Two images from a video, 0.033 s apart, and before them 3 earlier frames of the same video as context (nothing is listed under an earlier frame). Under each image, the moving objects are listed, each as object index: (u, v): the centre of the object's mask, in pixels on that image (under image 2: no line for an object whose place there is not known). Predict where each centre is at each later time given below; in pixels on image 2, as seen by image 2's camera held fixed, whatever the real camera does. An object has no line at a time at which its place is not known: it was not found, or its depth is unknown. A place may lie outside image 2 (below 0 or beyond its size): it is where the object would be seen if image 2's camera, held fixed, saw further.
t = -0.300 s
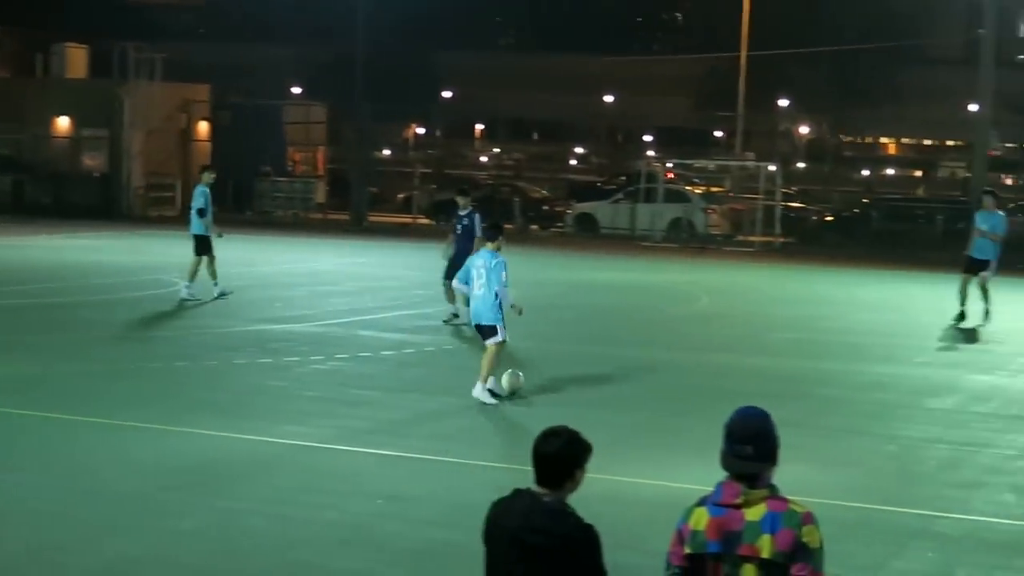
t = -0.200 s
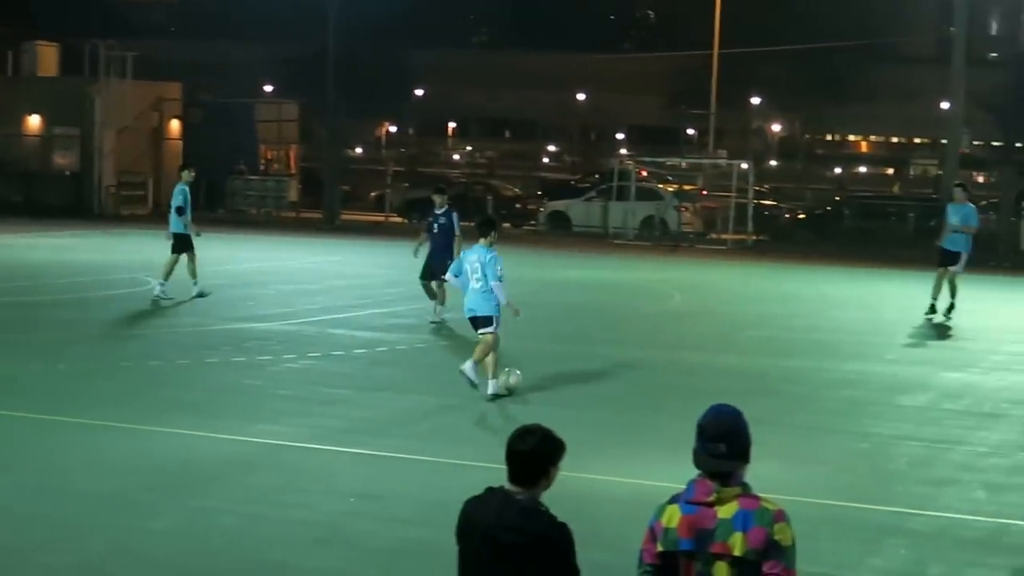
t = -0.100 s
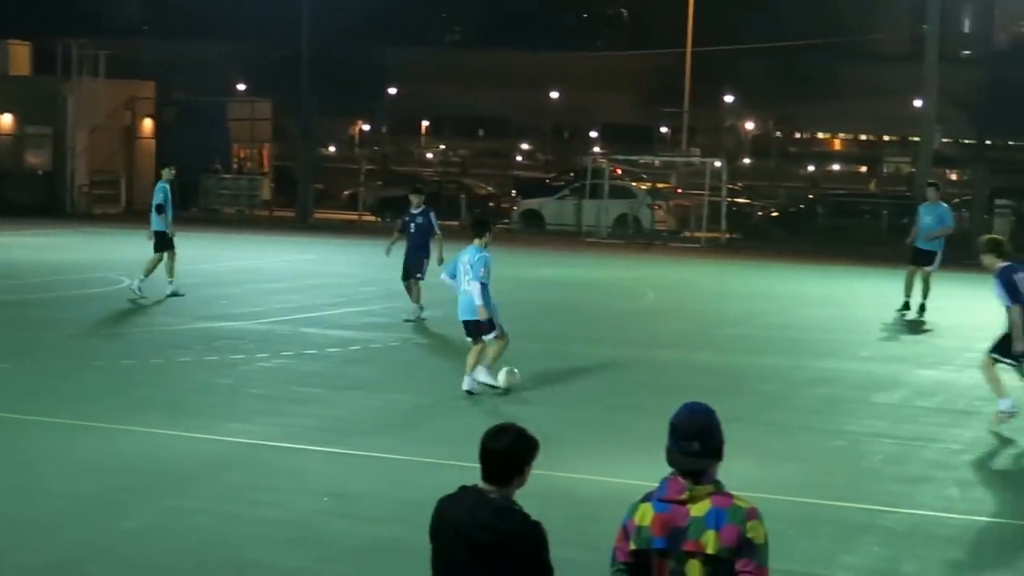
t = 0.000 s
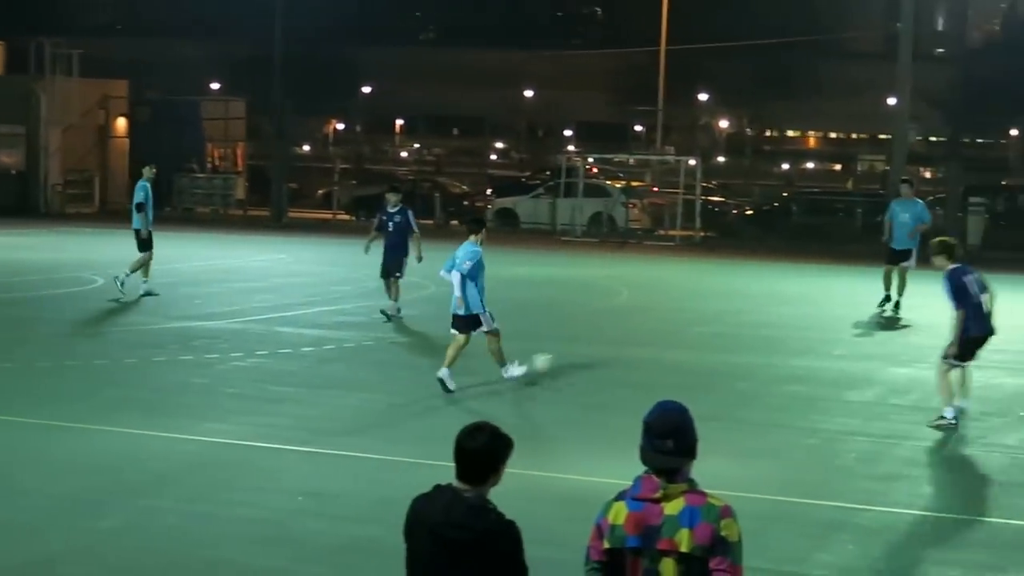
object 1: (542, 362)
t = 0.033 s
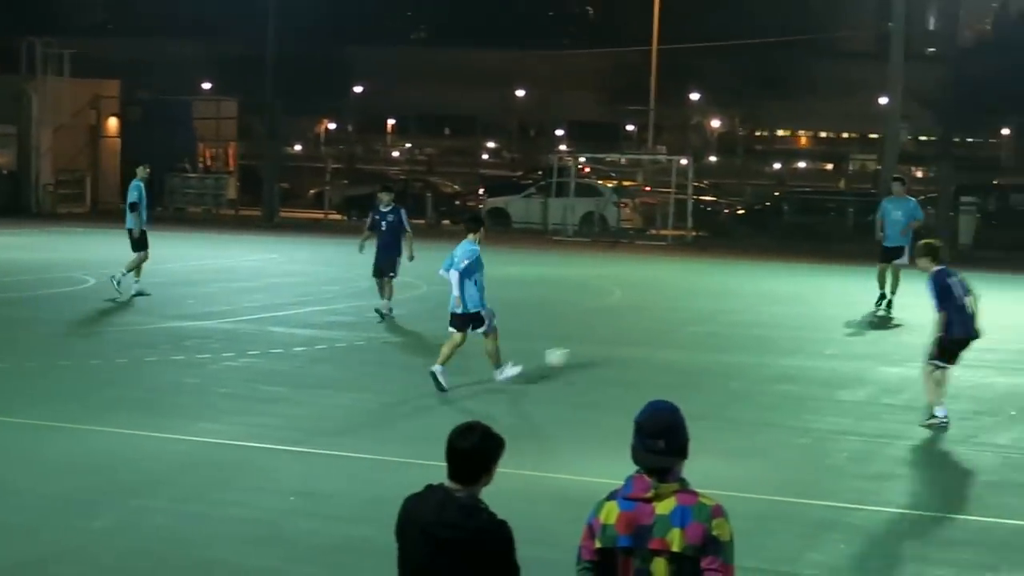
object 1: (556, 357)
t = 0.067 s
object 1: (578, 353)
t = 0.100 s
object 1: (600, 351)
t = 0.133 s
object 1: (619, 349)
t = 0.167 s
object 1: (639, 344)
